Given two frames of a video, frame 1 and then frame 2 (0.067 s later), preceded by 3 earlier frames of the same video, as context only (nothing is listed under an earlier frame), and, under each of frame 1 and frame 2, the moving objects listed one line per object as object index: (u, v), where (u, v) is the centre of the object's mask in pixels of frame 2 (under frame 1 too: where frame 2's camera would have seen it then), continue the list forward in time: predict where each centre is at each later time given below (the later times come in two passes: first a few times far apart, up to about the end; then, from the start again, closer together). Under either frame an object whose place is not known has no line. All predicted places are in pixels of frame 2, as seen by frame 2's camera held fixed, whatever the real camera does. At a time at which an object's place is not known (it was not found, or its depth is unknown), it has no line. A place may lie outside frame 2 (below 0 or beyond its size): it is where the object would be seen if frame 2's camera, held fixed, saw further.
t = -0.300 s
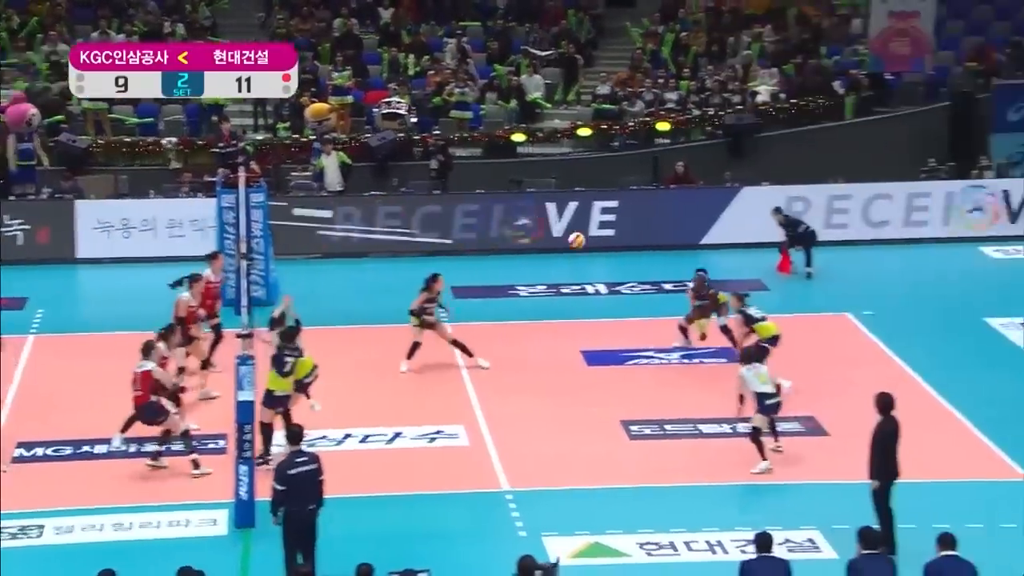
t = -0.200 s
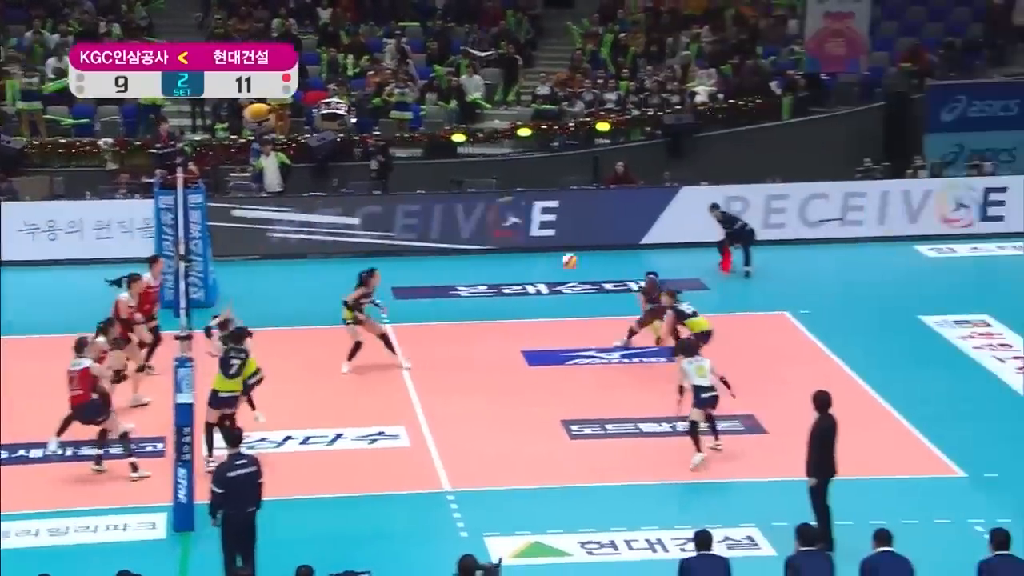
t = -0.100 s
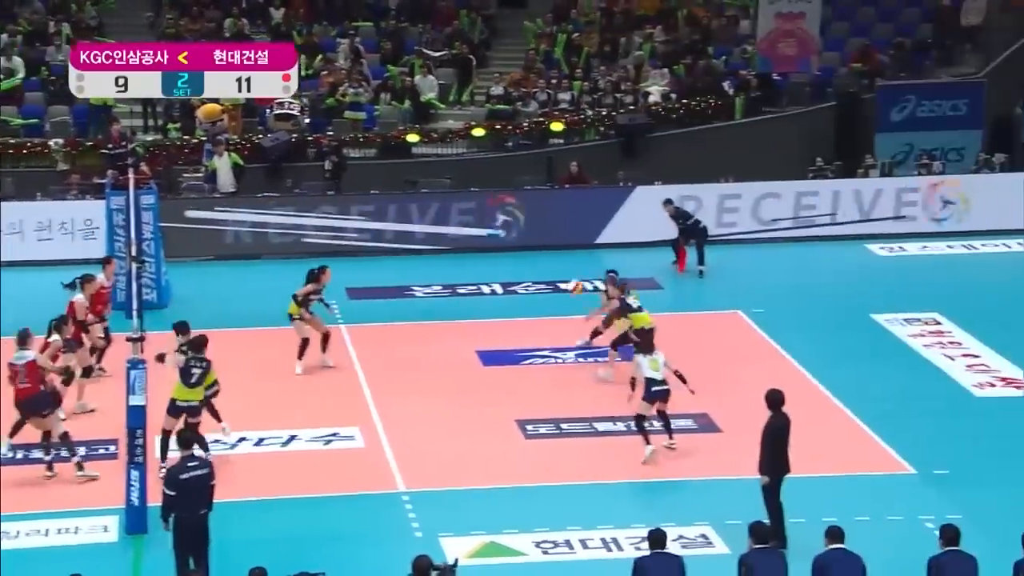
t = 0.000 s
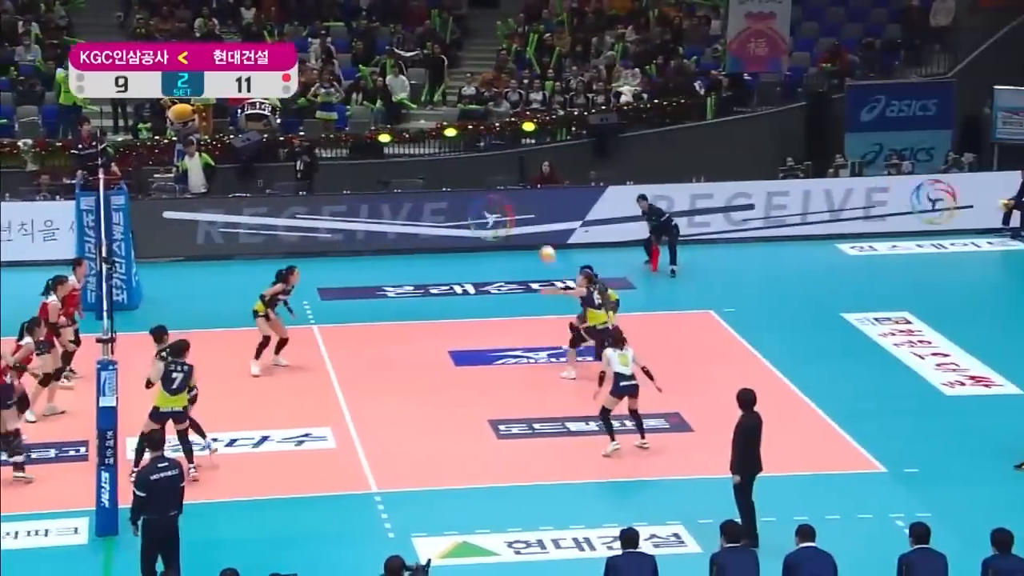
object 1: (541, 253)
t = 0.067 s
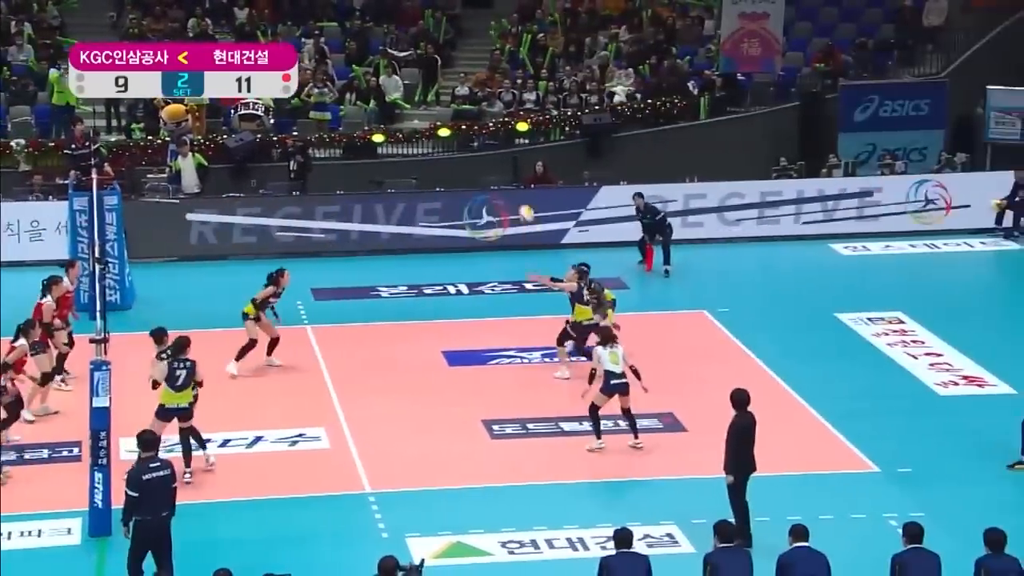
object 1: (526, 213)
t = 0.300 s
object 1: (475, 98)
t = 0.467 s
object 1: (442, 37)
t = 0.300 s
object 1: (475, 98)
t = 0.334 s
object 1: (468, 84)
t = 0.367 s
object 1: (461, 70)
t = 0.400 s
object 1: (455, 58)
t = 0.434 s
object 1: (448, 47)
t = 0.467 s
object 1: (442, 37)
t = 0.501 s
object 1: (435, 27)
